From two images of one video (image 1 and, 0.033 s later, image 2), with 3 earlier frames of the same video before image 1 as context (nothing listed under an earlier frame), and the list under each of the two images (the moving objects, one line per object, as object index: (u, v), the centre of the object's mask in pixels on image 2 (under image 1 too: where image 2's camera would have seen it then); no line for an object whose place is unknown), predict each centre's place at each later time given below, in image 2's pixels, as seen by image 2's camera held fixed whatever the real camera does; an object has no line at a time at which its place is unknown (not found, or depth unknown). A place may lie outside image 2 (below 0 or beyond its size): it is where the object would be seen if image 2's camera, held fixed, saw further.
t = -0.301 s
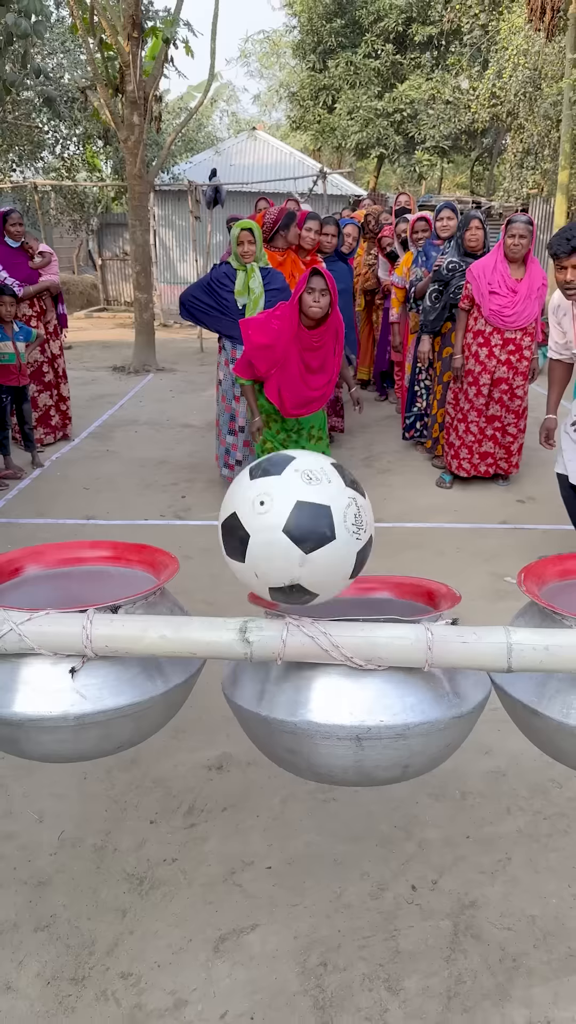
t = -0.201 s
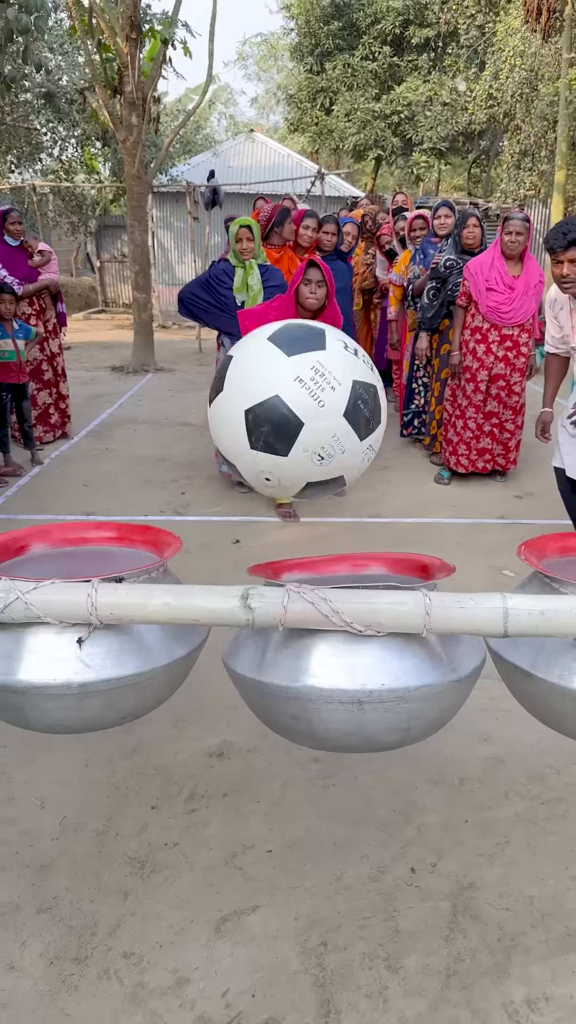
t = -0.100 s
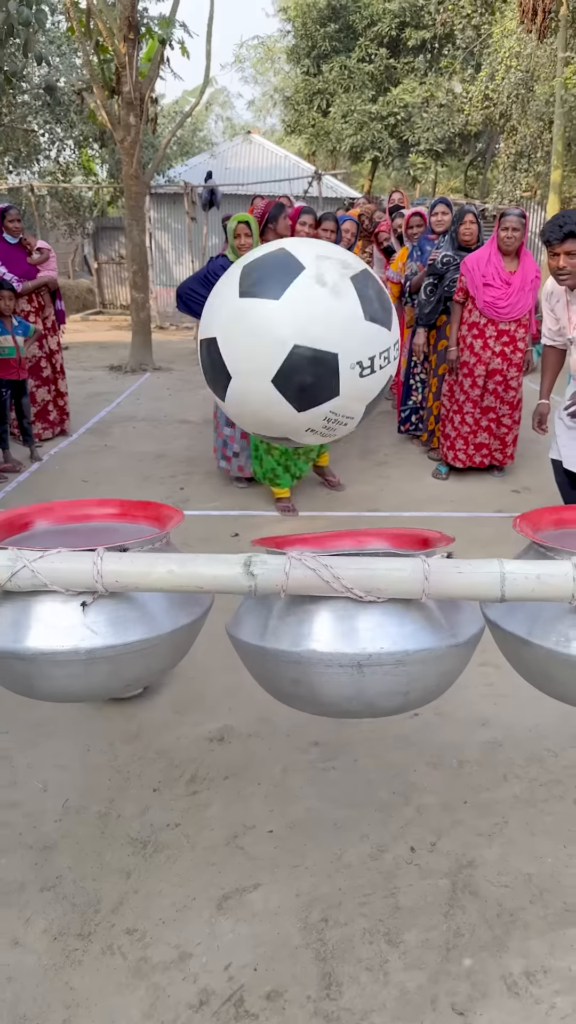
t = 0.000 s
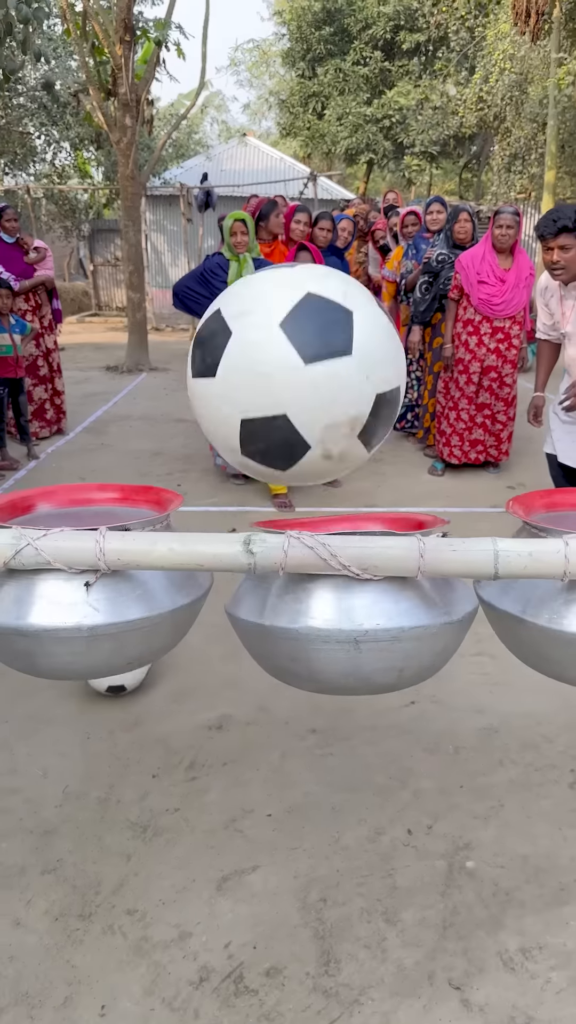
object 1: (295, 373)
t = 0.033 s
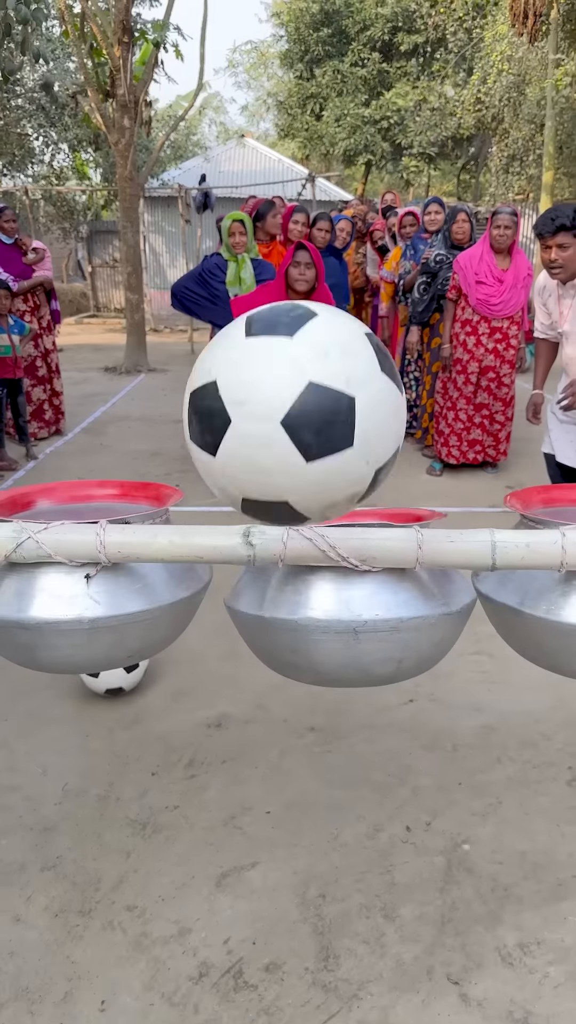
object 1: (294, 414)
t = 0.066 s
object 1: (294, 470)
